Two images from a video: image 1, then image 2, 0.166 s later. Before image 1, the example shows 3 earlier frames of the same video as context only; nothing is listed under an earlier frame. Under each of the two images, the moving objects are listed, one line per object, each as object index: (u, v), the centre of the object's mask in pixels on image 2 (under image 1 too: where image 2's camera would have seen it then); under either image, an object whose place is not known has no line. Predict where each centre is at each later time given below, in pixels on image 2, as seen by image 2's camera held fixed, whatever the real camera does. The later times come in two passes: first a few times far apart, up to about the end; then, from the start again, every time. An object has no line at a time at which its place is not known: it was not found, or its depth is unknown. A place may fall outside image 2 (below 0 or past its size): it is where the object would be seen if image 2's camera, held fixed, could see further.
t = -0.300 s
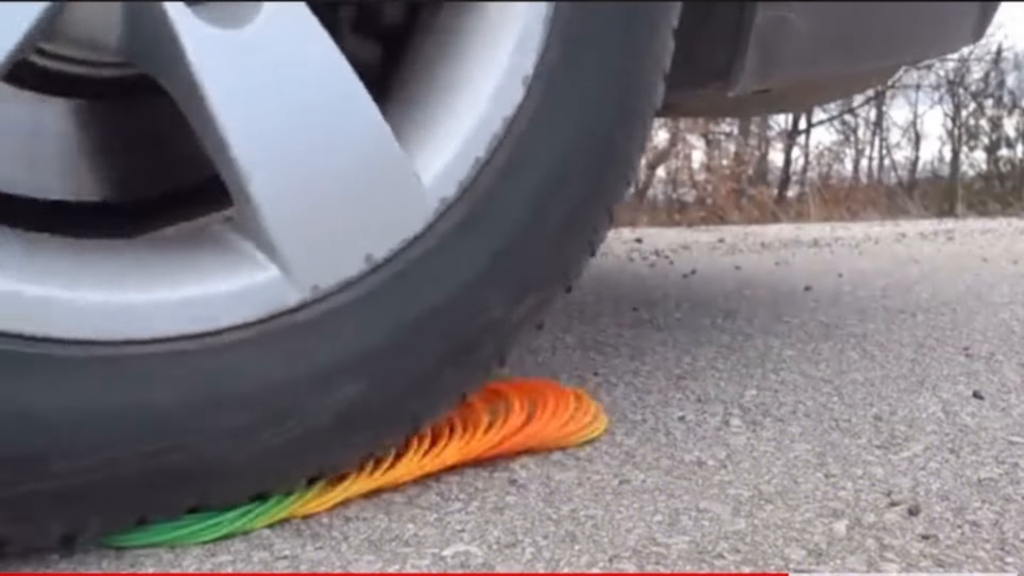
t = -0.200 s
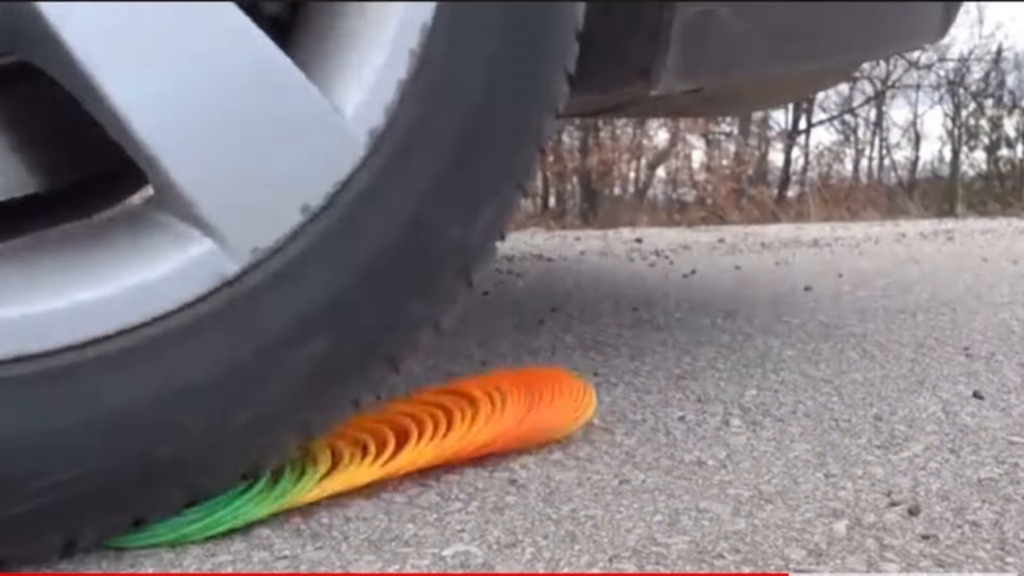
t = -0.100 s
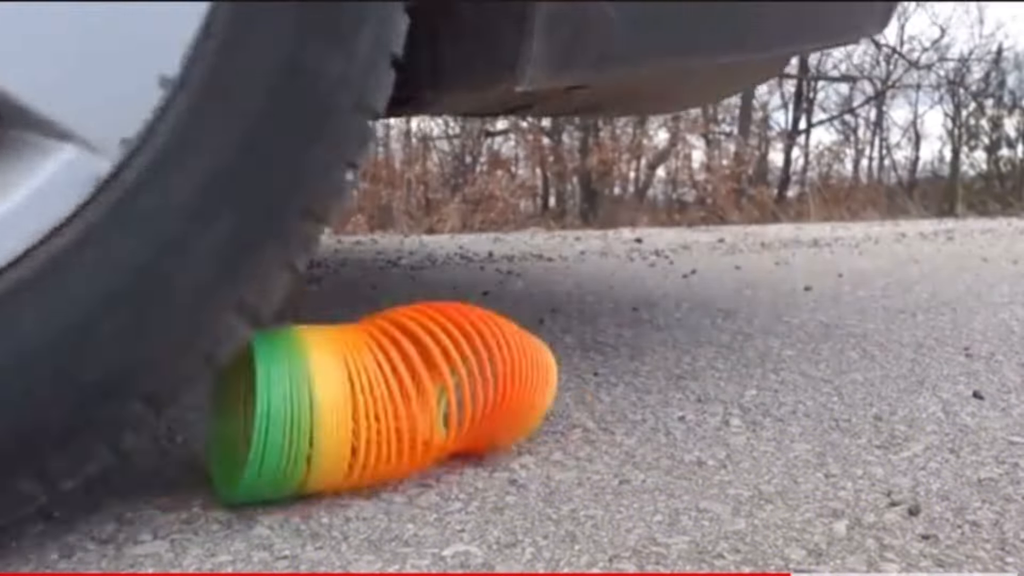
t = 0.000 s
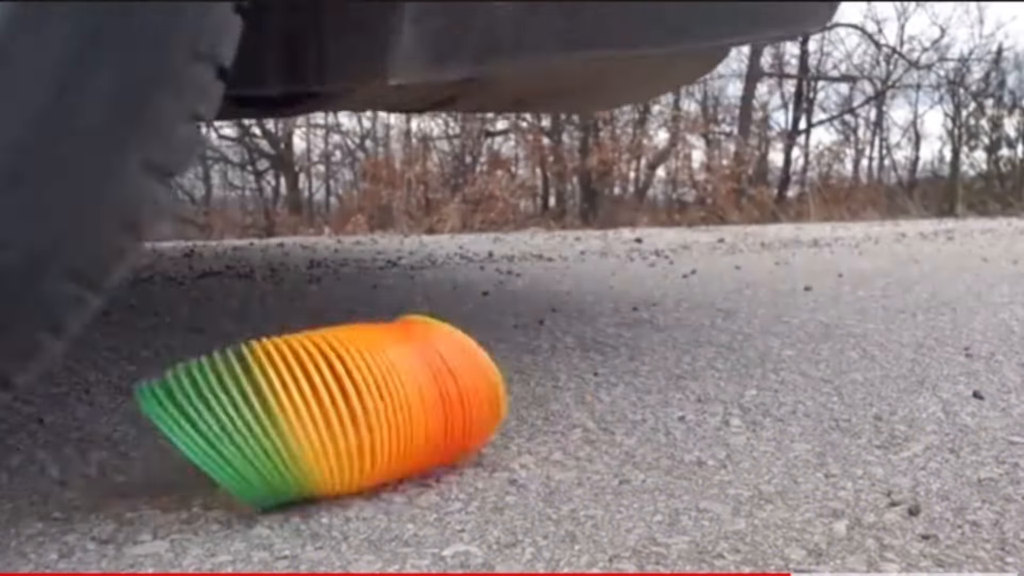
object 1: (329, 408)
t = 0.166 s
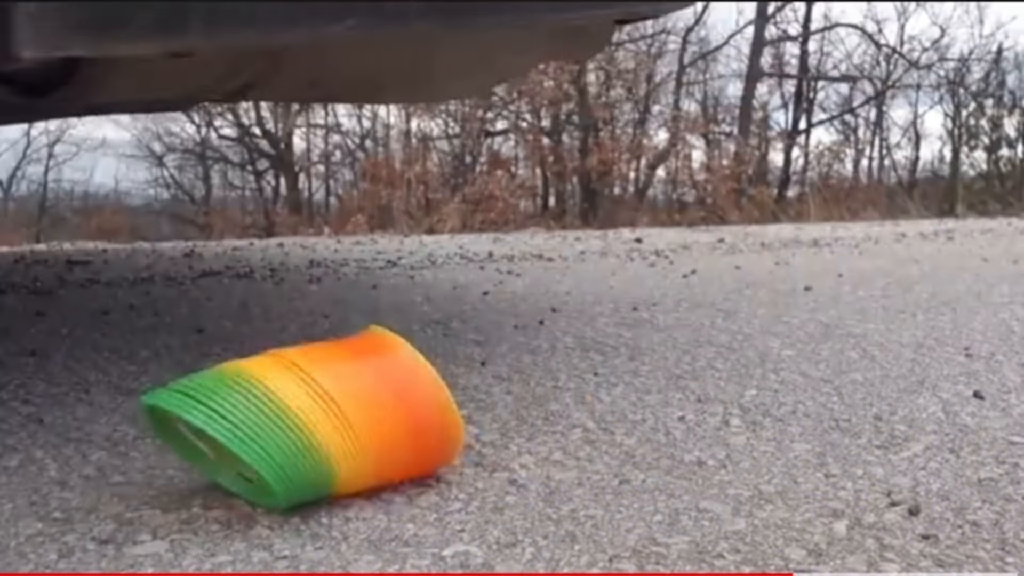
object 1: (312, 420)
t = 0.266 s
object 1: (319, 420)
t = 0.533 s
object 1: (324, 424)
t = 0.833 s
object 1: (324, 424)
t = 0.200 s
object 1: (313, 420)
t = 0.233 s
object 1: (316, 420)
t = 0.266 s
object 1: (319, 420)
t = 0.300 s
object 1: (320, 420)
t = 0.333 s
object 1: (321, 421)
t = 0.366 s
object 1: (323, 421)
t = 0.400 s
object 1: (323, 421)
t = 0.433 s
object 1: (323, 422)
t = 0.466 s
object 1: (322, 423)
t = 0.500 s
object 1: (324, 424)
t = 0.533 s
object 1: (324, 424)
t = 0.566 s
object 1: (324, 424)
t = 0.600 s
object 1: (324, 424)
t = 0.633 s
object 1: (324, 424)
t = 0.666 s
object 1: (324, 424)
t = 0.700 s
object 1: (324, 424)
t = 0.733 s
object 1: (324, 424)
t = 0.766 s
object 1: (324, 424)
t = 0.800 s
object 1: (324, 424)
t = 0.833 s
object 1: (324, 424)
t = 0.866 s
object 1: (324, 424)
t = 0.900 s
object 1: (324, 424)
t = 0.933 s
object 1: (324, 424)
